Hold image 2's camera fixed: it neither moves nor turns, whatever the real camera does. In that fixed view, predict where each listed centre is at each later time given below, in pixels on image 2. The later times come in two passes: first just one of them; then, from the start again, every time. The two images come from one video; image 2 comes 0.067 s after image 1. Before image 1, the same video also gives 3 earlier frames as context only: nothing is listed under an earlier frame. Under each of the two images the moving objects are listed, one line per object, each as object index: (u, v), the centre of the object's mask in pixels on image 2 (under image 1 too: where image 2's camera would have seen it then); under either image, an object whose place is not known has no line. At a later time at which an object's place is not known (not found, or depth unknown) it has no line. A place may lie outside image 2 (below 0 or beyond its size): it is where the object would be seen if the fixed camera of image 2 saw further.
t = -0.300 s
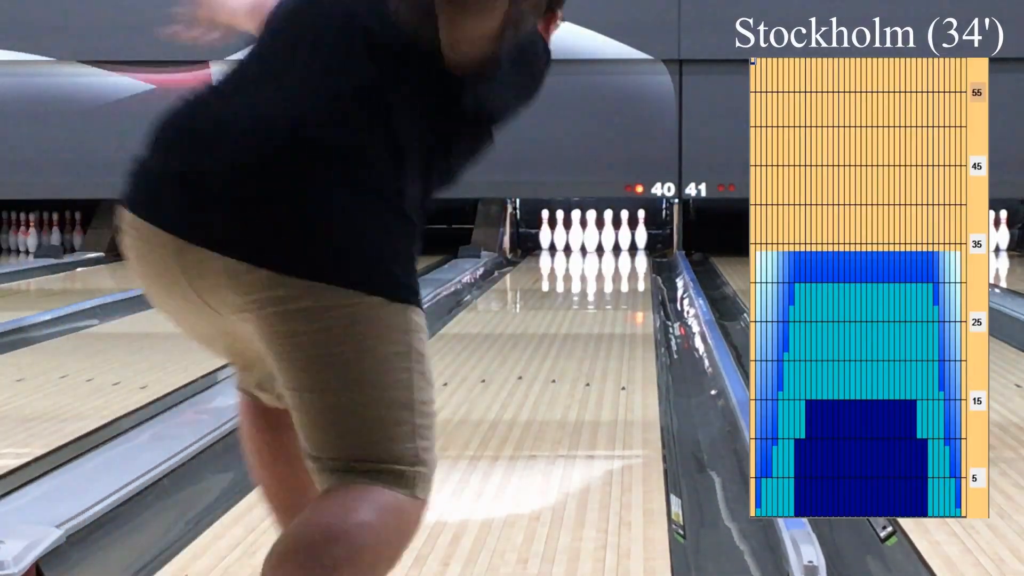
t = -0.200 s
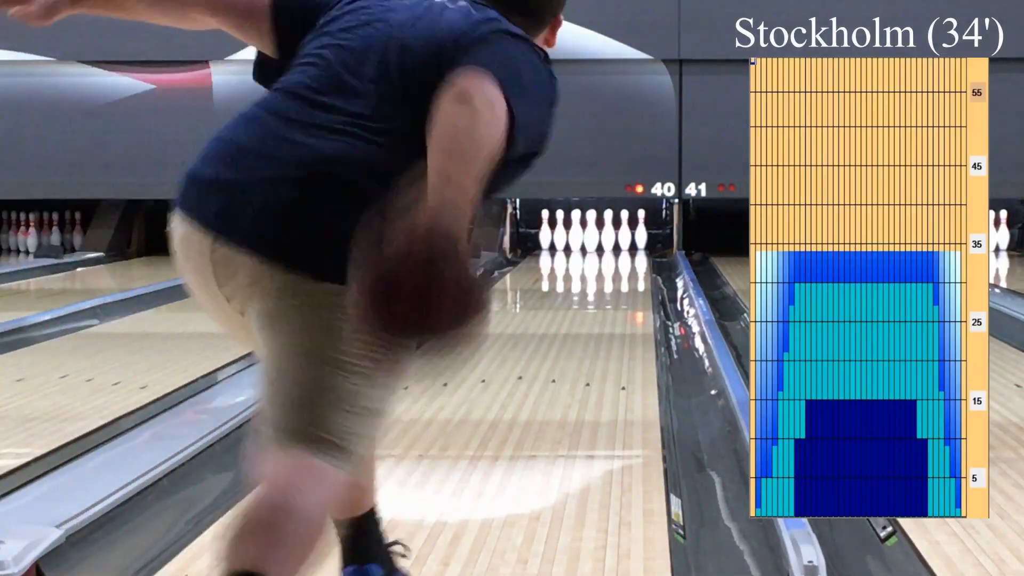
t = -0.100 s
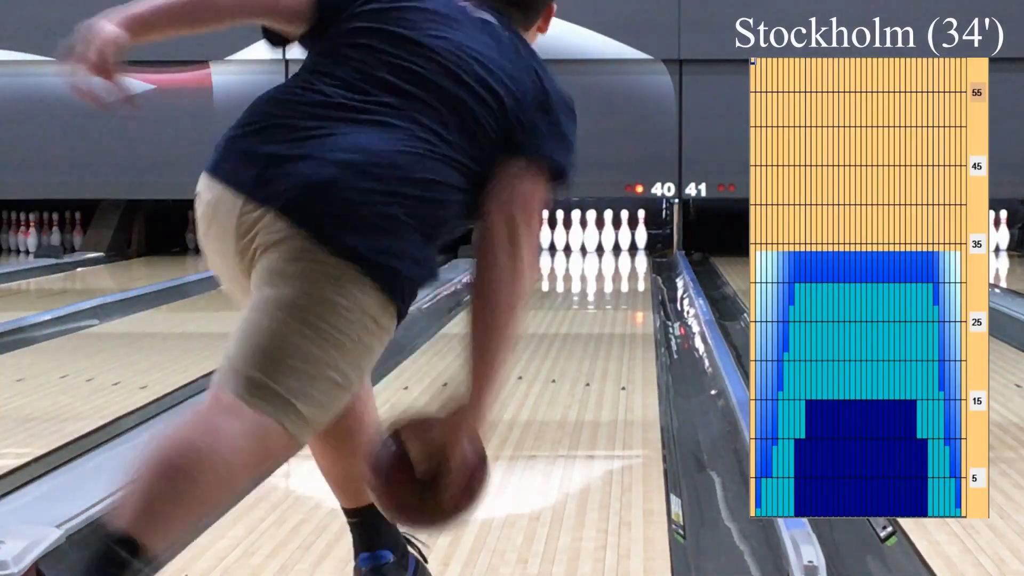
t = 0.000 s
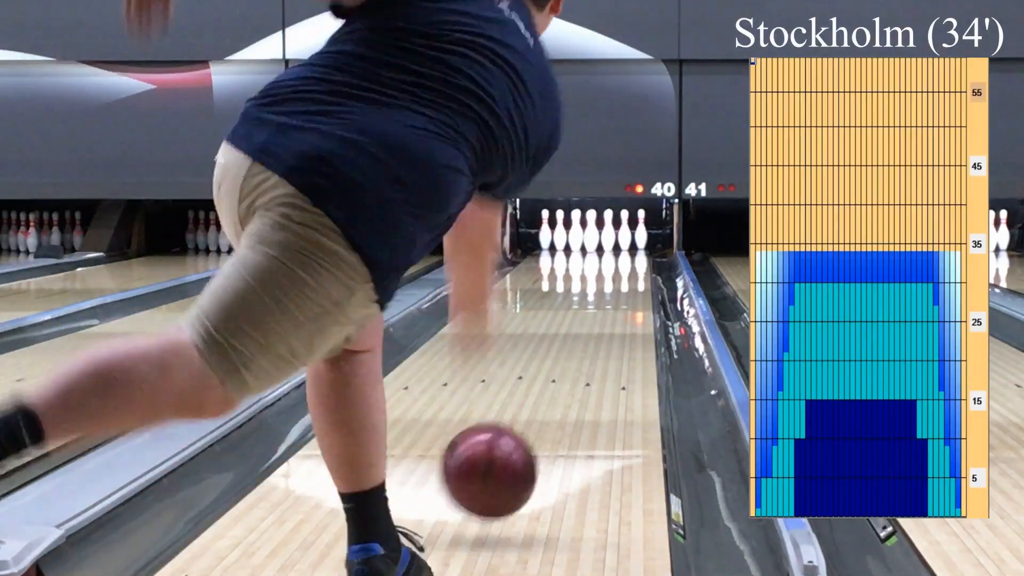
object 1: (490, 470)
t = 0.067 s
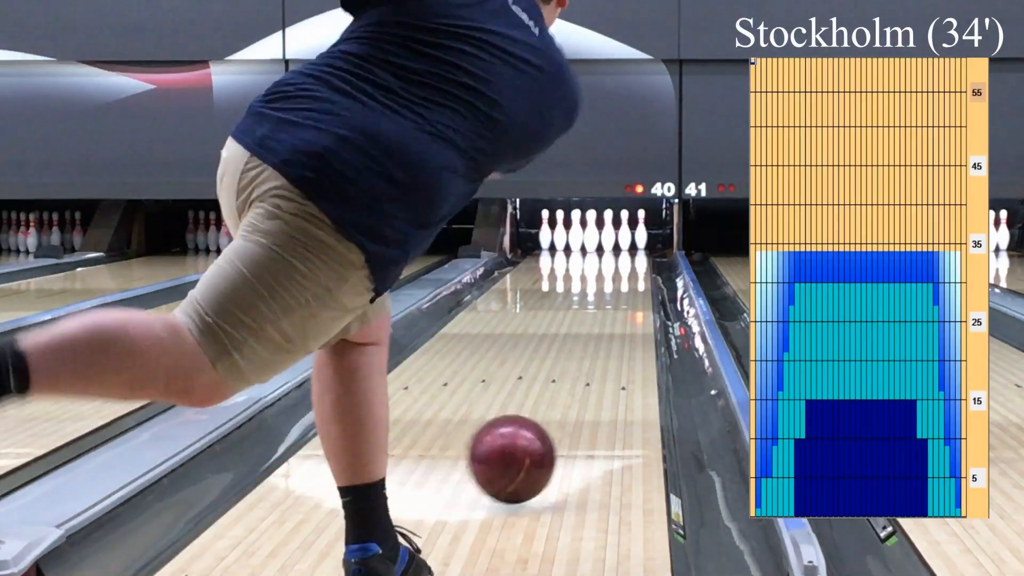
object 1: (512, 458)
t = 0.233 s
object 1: (553, 405)
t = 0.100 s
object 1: (522, 448)
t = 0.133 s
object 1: (530, 436)
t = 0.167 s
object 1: (538, 425)
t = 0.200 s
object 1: (546, 415)
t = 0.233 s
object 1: (553, 405)
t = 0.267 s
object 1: (559, 396)
